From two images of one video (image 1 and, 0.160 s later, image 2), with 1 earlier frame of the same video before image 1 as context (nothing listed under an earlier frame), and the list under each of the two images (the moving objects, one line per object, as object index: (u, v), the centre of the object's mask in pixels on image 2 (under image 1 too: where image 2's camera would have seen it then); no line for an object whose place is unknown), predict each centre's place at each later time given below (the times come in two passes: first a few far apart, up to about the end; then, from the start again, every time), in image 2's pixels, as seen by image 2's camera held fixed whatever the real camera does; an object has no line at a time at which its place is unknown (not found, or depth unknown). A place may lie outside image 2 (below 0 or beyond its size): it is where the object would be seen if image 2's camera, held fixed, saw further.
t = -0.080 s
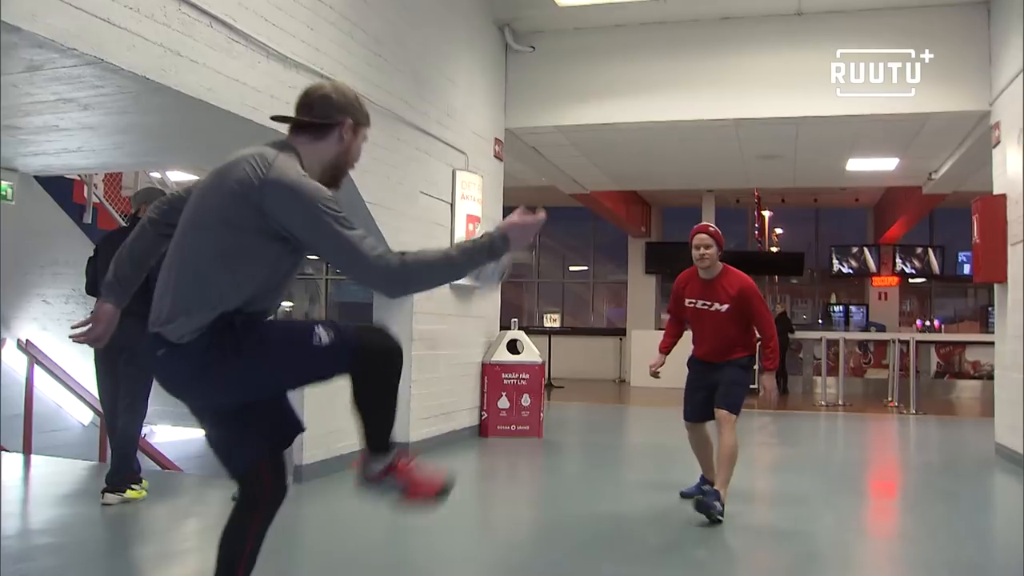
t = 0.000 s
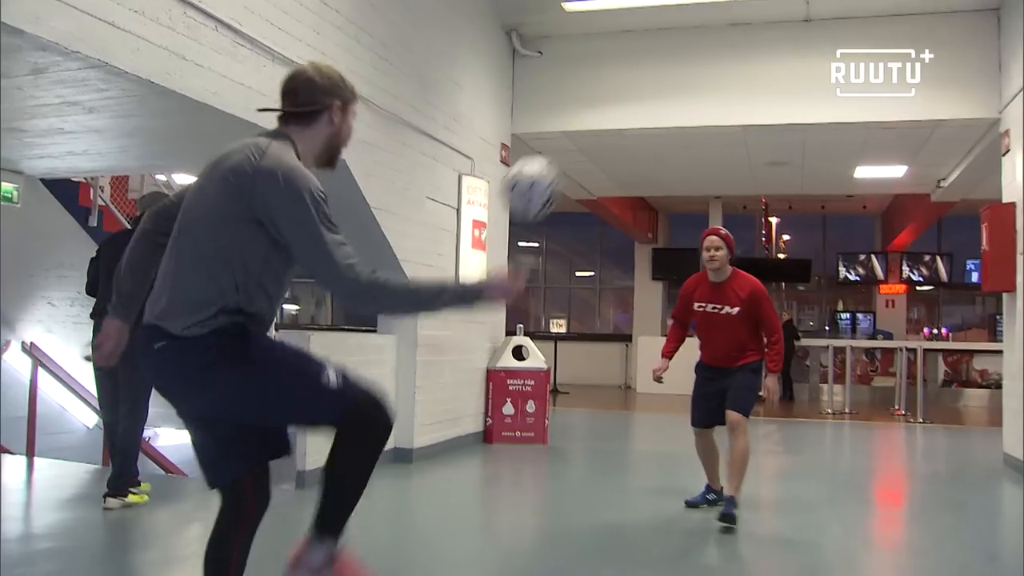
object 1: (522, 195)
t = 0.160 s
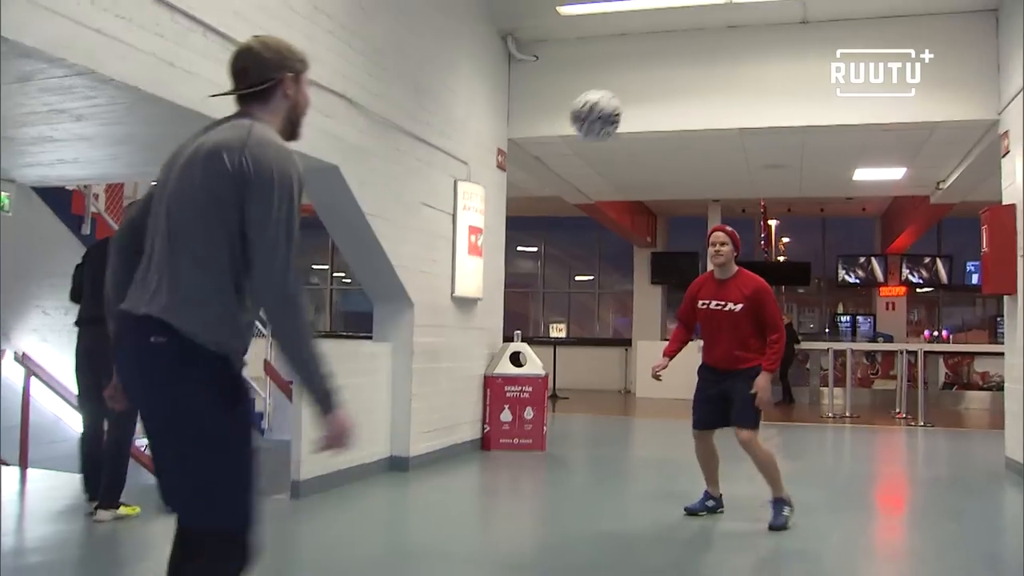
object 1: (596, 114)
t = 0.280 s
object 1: (634, 104)
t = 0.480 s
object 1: (682, 147)
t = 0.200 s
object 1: (609, 107)
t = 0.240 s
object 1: (622, 104)
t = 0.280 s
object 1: (634, 104)
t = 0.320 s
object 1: (645, 108)
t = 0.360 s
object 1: (654, 114)
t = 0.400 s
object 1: (665, 124)
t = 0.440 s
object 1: (674, 136)
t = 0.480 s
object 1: (682, 147)
